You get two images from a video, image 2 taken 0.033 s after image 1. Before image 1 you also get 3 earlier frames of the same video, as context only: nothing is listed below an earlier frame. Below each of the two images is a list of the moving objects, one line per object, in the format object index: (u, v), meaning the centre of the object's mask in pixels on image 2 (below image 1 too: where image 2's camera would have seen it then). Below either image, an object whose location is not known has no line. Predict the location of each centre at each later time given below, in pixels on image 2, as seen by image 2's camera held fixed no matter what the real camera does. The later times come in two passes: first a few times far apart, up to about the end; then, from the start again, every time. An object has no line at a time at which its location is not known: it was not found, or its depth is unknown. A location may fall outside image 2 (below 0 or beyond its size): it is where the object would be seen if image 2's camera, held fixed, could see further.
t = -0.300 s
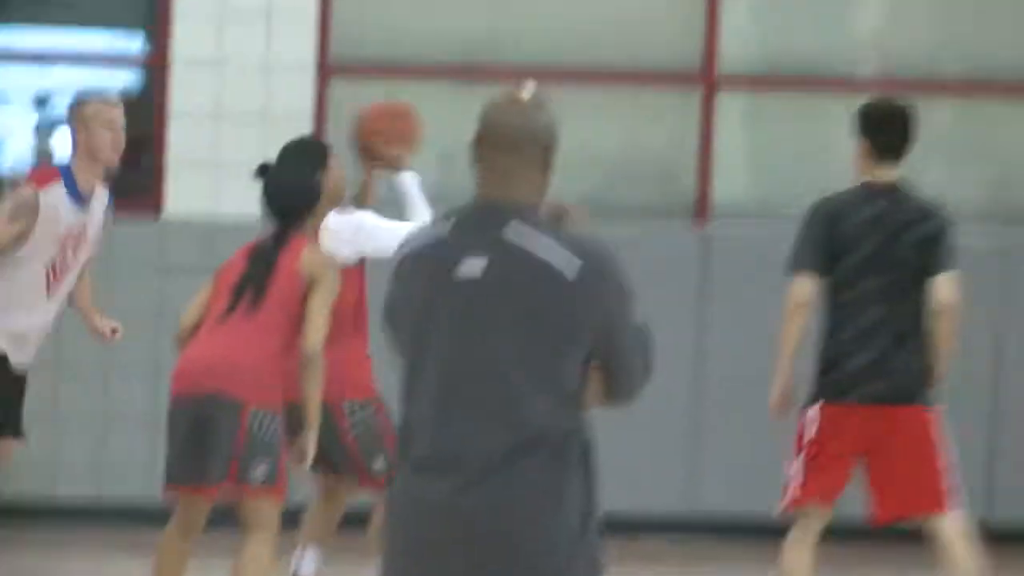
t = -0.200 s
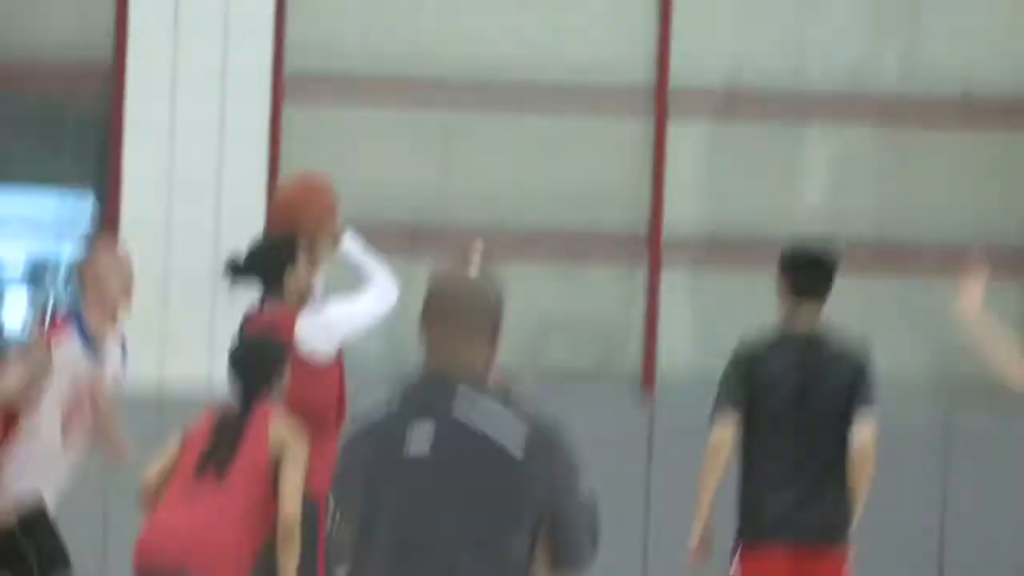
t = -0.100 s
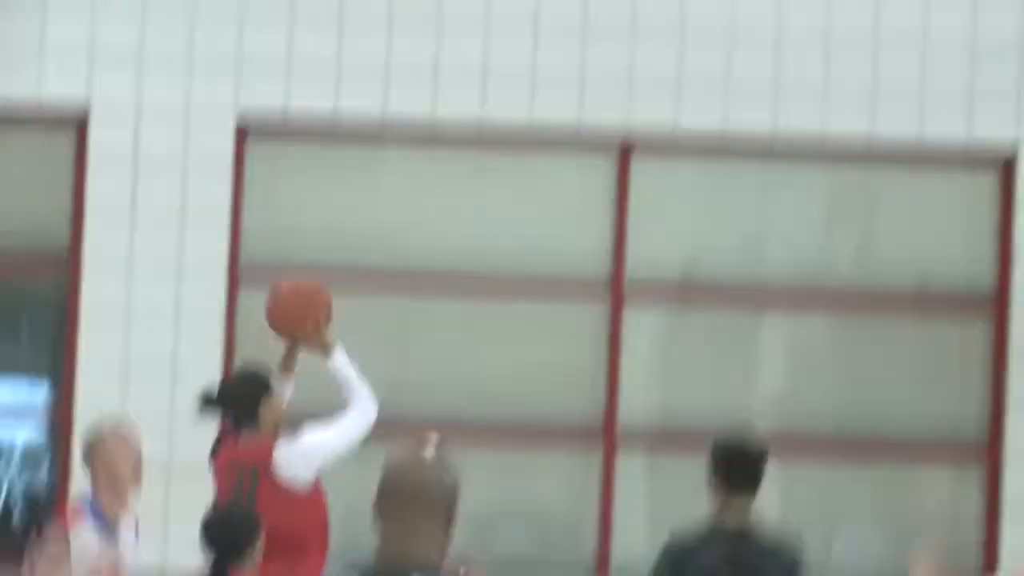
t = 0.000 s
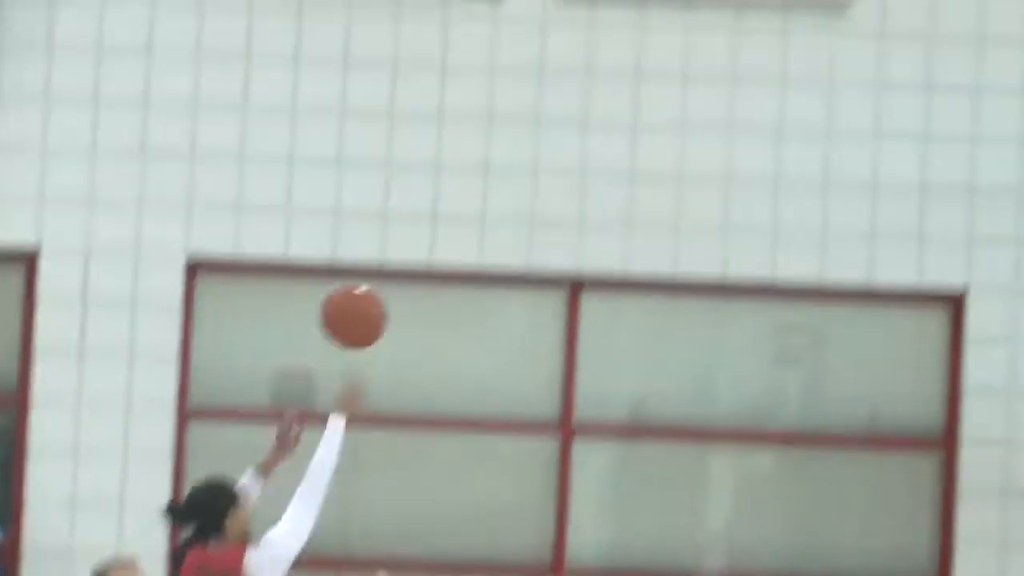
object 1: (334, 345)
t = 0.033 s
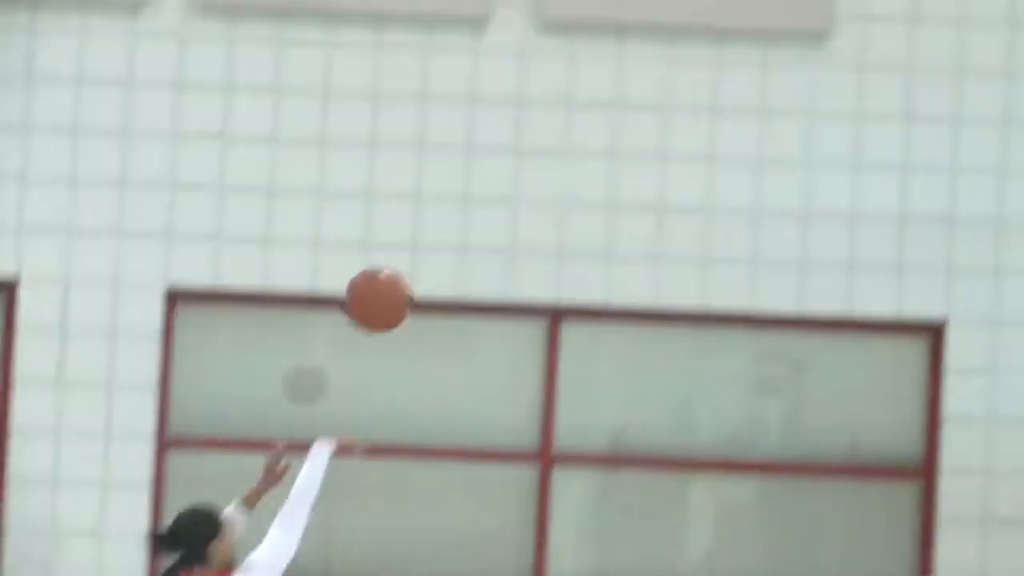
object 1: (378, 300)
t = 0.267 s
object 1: (673, 71)
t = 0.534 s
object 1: (998, -7)
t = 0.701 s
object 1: (1200, 42)
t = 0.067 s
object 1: (420, 257)
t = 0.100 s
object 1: (463, 218)
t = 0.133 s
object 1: (504, 183)
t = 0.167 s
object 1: (546, 151)
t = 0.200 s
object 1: (589, 121)
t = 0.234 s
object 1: (631, 94)
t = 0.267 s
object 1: (673, 71)
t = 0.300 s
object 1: (714, 50)
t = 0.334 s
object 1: (755, 32)
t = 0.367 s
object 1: (796, 18)
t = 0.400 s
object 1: (836, 7)
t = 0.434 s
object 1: (877, 0)
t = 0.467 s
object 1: (918, -5)
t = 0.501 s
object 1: (958, -7)
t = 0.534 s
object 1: (998, -7)
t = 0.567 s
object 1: (1039, -3)
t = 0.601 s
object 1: (1079, 3)
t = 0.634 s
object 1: (1119, 13)
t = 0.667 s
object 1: (1160, 26)
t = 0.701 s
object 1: (1200, 42)
